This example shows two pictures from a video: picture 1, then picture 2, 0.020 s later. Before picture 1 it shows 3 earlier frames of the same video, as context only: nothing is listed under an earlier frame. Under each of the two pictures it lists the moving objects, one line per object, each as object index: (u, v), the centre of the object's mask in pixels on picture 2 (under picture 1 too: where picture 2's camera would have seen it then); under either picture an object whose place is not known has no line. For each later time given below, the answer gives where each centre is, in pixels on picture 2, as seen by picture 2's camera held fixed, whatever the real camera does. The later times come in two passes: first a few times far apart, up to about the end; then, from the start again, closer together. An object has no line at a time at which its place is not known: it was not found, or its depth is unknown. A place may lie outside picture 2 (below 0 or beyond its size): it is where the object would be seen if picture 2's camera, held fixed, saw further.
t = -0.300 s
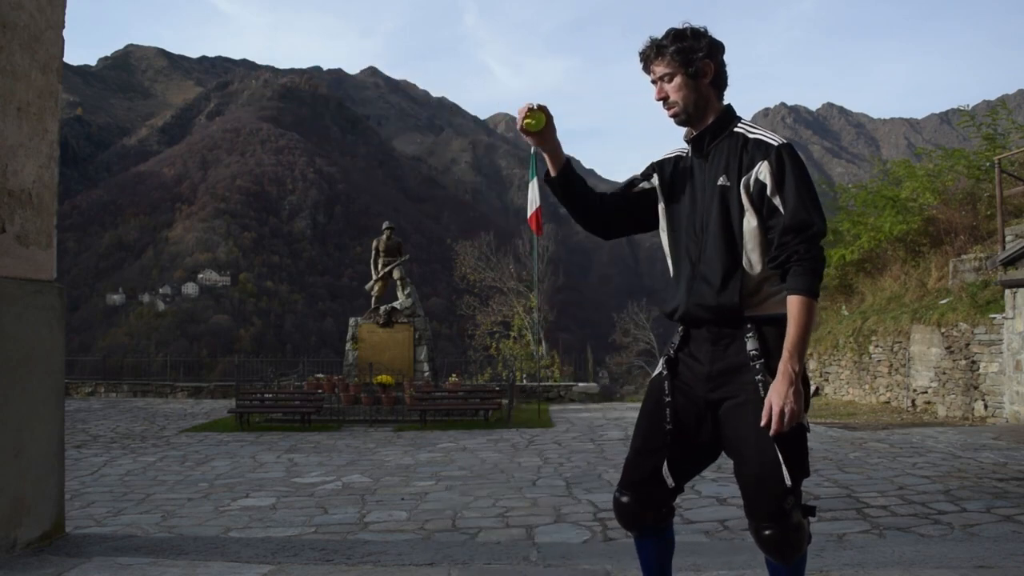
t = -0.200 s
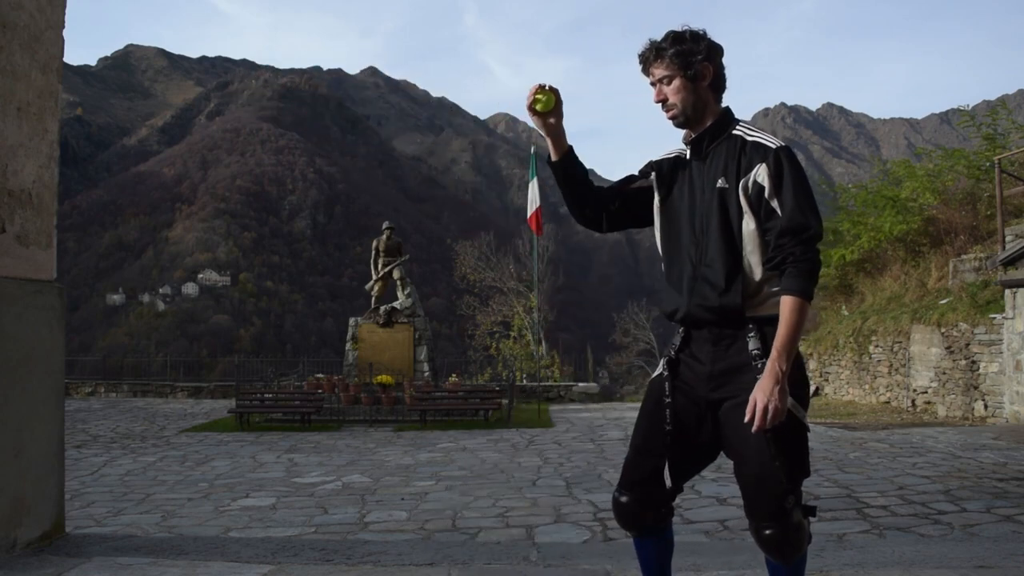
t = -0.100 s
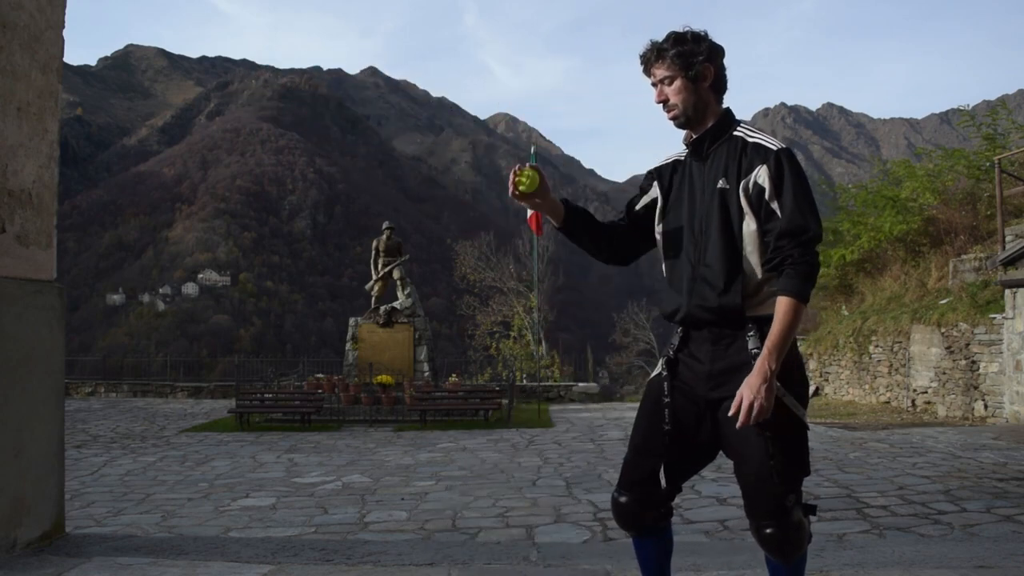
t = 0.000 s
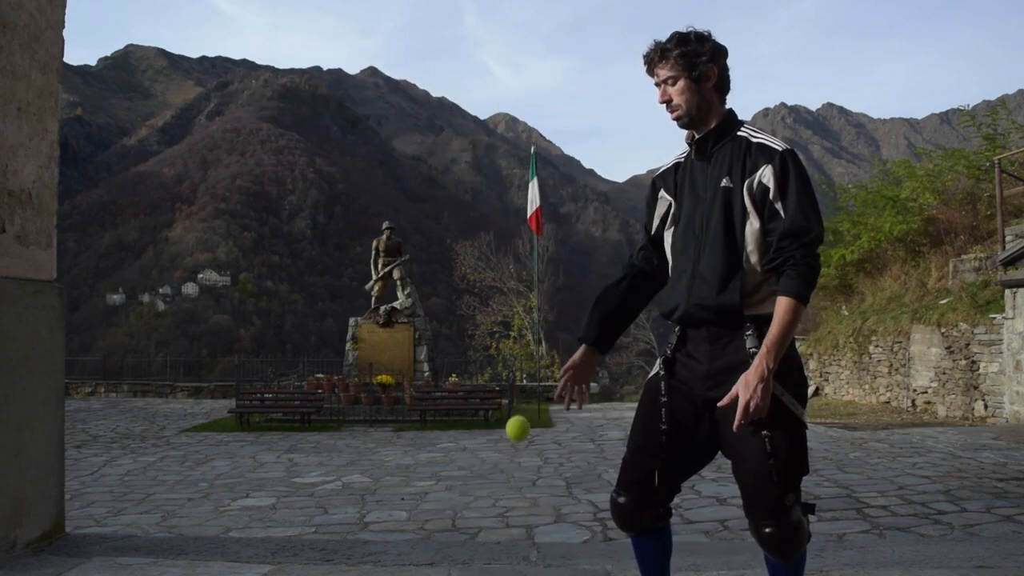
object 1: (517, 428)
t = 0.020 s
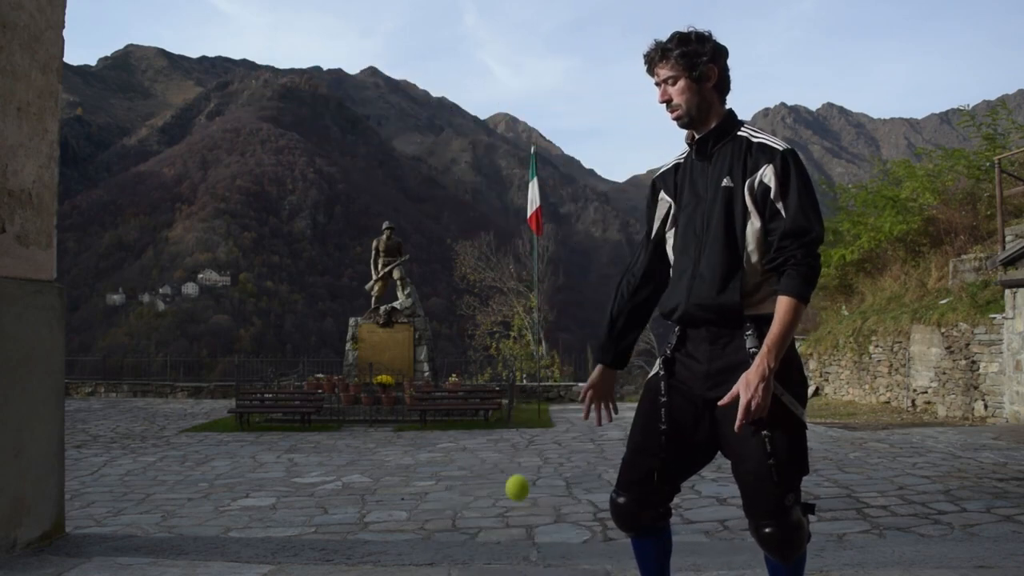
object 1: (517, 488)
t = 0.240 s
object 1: (504, 395)
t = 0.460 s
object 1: (487, 152)
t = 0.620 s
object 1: (476, 82)
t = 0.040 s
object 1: (517, 548)
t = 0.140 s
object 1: (512, 562)
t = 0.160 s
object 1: (510, 526)
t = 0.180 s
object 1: (508, 491)
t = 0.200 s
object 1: (507, 457)
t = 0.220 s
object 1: (506, 425)
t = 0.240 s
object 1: (504, 395)
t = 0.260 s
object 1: (502, 366)
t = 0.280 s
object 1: (500, 338)
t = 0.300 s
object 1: (499, 311)
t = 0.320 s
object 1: (498, 287)
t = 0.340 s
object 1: (496, 263)
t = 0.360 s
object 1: (495, 241)
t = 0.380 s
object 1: (493, 221)
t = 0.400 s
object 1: (492, 201)
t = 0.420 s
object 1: (490, 184)
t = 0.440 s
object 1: (489, 167)
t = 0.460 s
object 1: (487, 152)
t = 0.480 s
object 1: (486, 139)
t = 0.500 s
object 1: (484, 127)
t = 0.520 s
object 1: (483, 117)
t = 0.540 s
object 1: (482, 107)
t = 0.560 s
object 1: (480, 99)
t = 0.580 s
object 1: (479, 92)
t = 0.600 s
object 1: (477, 87)
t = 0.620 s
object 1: (476, 82)
